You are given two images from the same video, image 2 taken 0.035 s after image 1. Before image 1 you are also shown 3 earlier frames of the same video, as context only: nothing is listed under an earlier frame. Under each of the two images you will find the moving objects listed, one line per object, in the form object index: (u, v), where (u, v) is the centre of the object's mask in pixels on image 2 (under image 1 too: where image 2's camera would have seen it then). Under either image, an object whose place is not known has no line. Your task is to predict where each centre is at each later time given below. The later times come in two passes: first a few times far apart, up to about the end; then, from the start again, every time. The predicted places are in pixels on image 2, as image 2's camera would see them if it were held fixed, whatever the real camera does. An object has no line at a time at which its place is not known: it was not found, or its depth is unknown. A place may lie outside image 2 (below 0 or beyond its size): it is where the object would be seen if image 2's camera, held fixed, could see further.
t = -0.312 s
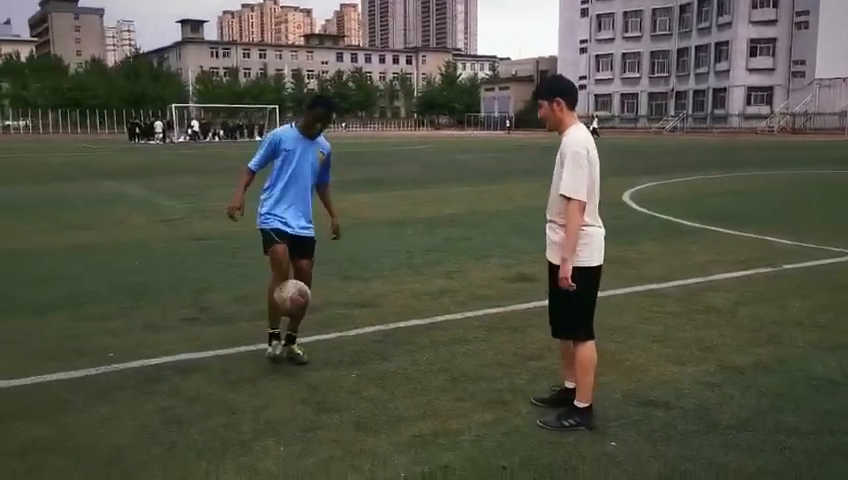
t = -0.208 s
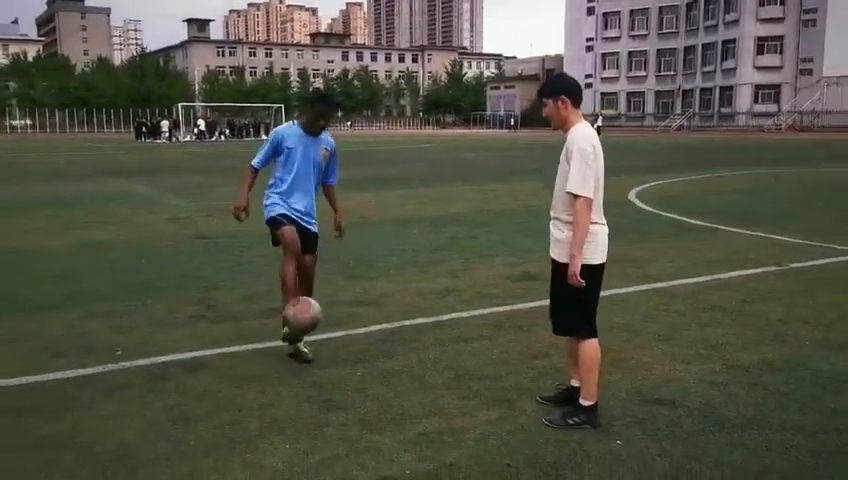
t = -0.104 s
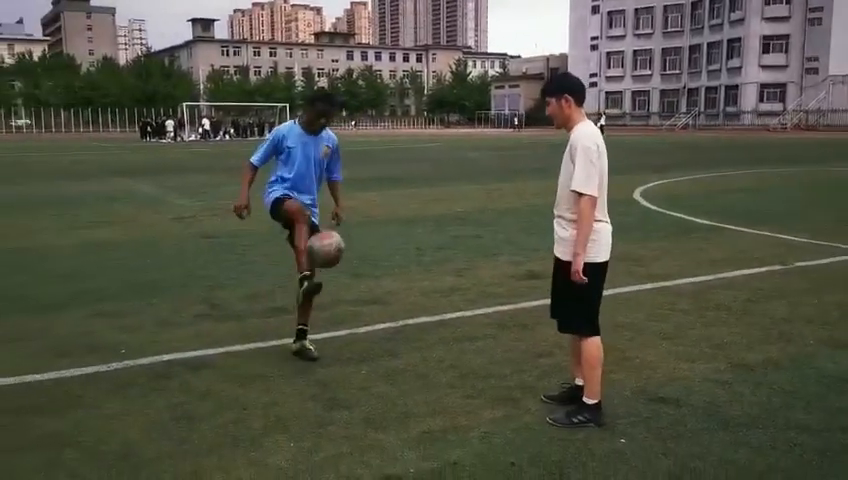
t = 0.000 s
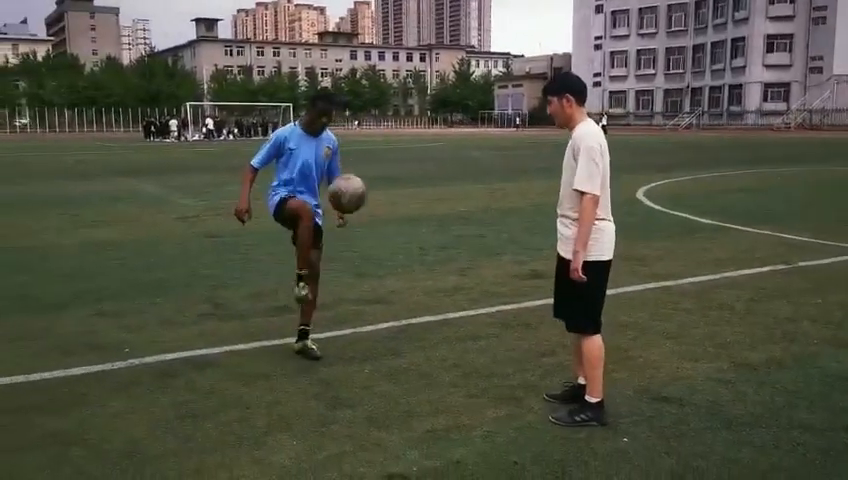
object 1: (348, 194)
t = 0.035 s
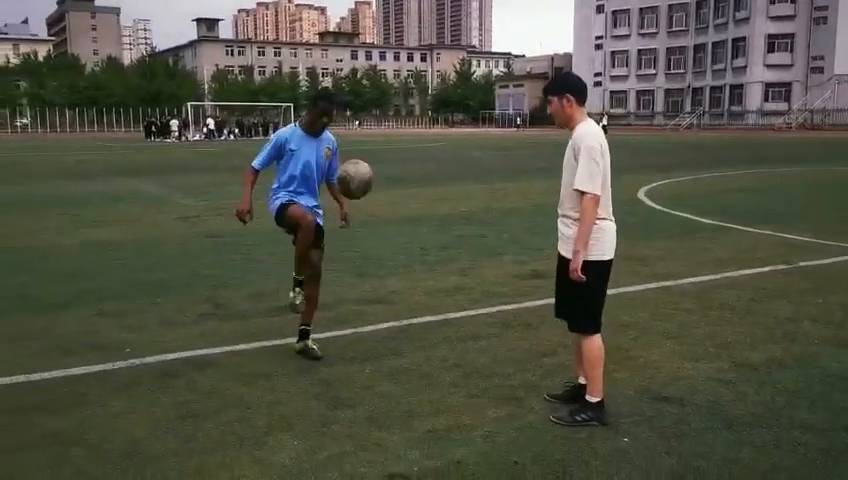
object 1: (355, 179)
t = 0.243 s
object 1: (393, 132)
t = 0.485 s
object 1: (445, 178)
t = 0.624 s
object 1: (470, 244)
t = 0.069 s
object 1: (360, 166)
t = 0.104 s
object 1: (367, 156)
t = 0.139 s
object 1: (373, 147)
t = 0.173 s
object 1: (380, 141)
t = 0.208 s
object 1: (387, 136)
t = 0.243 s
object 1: (393, 132)
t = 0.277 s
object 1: (406, 132)
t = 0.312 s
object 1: (412, 135)
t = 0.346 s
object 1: (419, 141)
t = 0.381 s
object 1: (425, 146)
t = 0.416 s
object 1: (432, 155)
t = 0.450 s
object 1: (438, 166)
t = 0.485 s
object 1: (445, 178)
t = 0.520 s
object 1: (452, 192)
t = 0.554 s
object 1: (457, 208)
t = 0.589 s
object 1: (464, 225)
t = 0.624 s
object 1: (470, 244)
